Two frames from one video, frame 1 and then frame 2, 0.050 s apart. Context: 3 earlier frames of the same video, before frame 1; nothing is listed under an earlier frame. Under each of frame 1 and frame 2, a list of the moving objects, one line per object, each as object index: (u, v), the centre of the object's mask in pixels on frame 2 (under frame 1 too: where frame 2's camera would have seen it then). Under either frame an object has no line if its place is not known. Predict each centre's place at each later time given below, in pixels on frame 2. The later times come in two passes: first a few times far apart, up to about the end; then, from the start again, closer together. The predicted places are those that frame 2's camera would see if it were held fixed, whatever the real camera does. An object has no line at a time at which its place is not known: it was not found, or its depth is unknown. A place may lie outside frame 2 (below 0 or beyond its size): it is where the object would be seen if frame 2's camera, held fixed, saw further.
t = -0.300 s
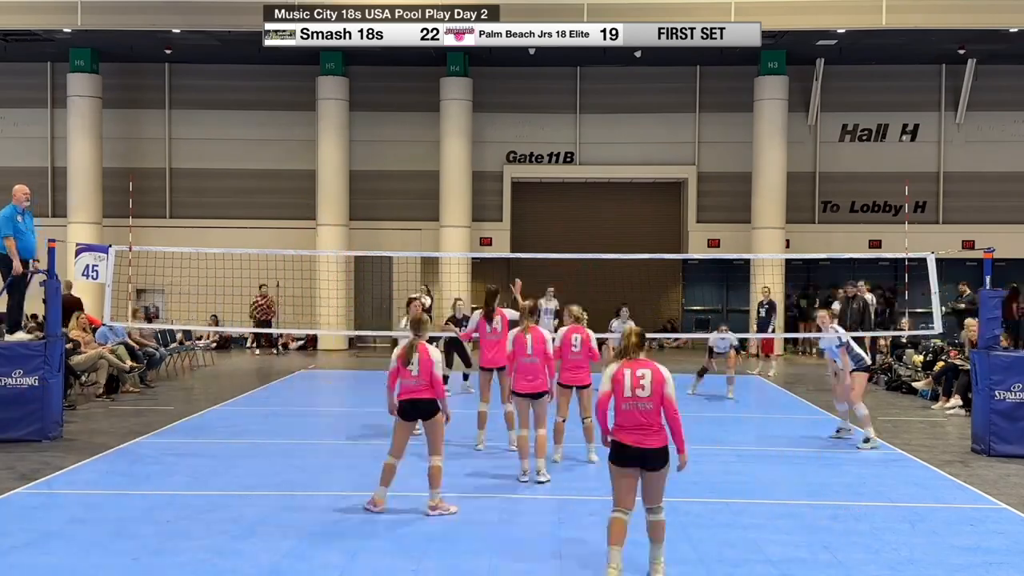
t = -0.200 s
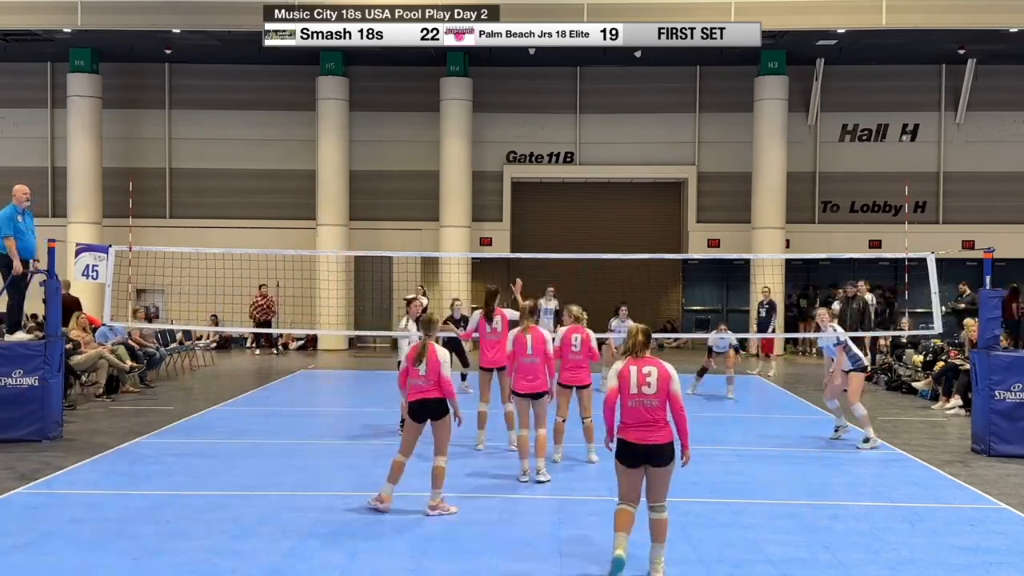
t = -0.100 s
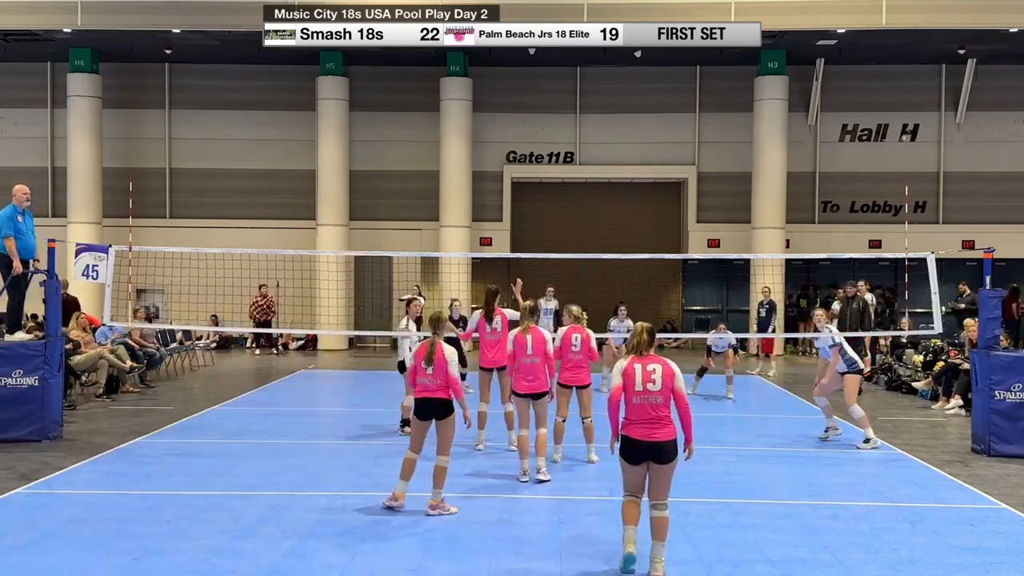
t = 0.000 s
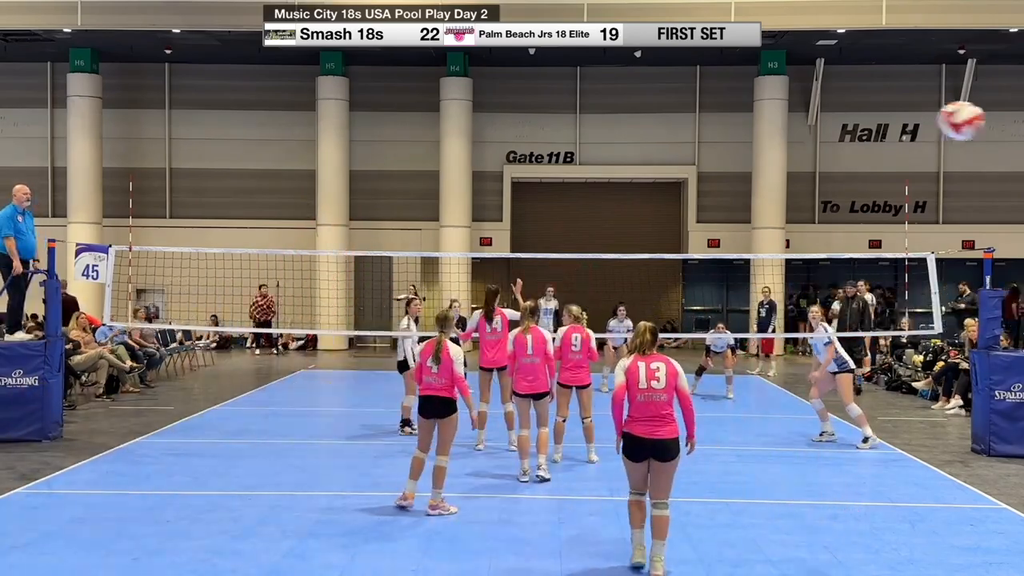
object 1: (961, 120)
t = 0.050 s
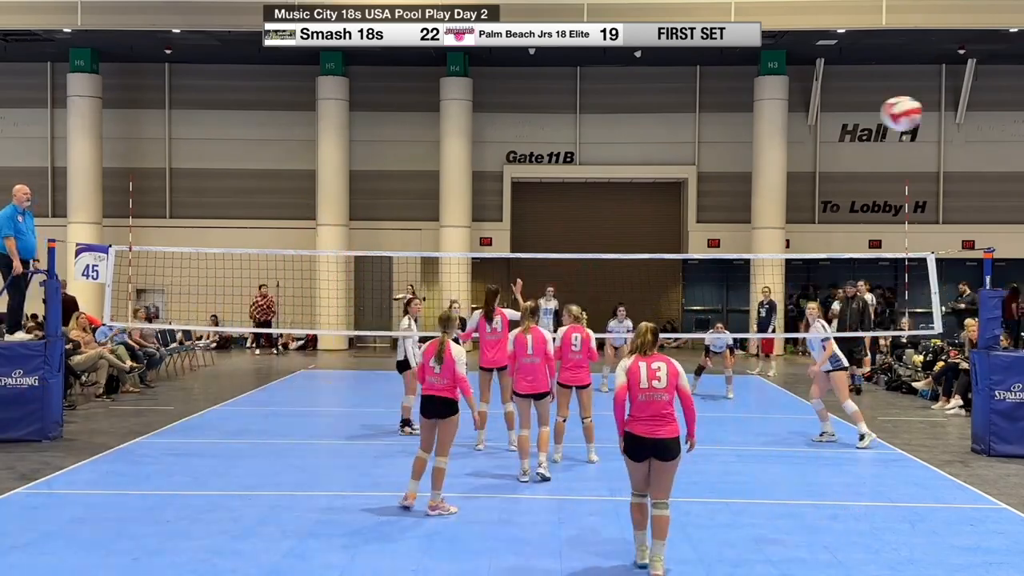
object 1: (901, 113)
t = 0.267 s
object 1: (748, 127)
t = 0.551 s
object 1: (656, 187)
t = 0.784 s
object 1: (612, 242)
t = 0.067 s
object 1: (884, 112)
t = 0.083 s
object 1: (868, 111)
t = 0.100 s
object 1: (853, 112)
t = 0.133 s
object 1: (827, 112)
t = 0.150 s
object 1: (814, 113)
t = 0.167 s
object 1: (803, 115)
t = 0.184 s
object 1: (793, 117)
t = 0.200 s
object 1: (783, 118)
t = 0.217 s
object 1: (773, 120)
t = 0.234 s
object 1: (763, 122)
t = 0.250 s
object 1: (755, 125)
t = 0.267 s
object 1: (748, 127)
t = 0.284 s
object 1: (740, 129)
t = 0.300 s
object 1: (733, 131)
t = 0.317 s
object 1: (727, 135)
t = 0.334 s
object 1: (721, 138)
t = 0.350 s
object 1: (715, 141)
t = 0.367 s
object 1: (709, 144)
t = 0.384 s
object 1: (704, 147)
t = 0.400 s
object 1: (698, 151)
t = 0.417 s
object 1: (693, 155)
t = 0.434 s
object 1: (688, 159)
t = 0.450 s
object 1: (683, 162)
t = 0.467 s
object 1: (678, 166)
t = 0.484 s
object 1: (674, 170)
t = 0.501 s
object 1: (669, 175)
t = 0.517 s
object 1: (665, 179)
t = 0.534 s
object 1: (661, 183)
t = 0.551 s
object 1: (656, 187)
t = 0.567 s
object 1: (652, 190)
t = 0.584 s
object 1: (648, 195)
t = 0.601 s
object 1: (645, 198)
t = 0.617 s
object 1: (641, 203)
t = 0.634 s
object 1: (638, 206)
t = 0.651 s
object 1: (634, 210)
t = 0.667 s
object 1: (631, 214)
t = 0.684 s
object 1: (628, 218)
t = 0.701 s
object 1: (625, 222)
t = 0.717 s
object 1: (622, 226)
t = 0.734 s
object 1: (619, 230)
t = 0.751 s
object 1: (617, 234)
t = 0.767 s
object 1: (614, 238)
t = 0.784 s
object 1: (612, 242)
